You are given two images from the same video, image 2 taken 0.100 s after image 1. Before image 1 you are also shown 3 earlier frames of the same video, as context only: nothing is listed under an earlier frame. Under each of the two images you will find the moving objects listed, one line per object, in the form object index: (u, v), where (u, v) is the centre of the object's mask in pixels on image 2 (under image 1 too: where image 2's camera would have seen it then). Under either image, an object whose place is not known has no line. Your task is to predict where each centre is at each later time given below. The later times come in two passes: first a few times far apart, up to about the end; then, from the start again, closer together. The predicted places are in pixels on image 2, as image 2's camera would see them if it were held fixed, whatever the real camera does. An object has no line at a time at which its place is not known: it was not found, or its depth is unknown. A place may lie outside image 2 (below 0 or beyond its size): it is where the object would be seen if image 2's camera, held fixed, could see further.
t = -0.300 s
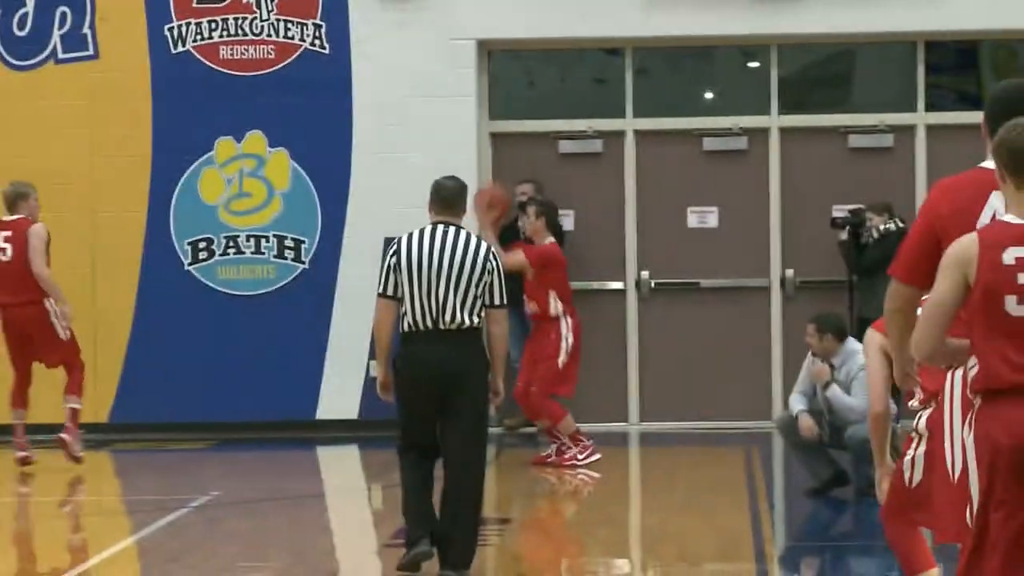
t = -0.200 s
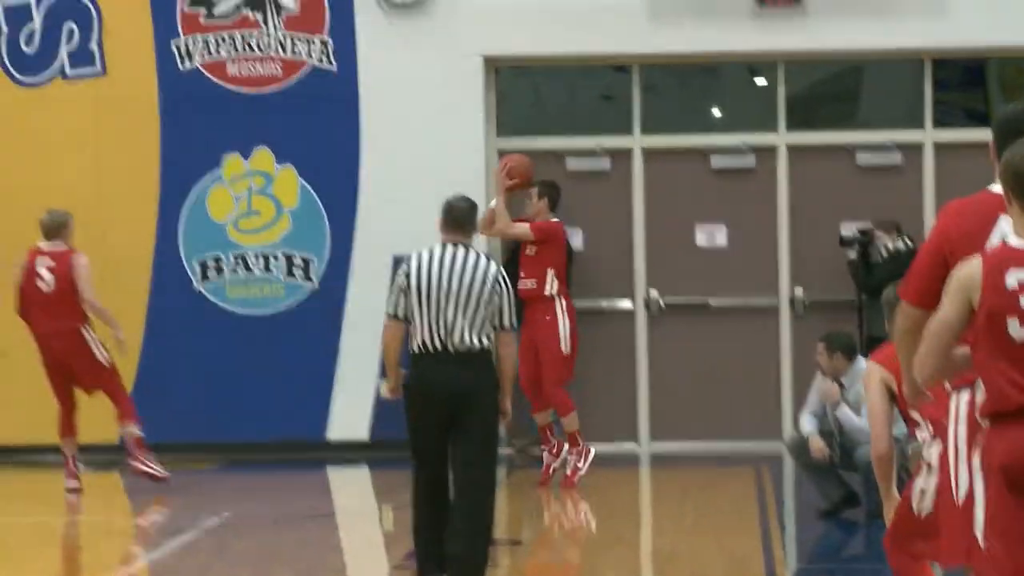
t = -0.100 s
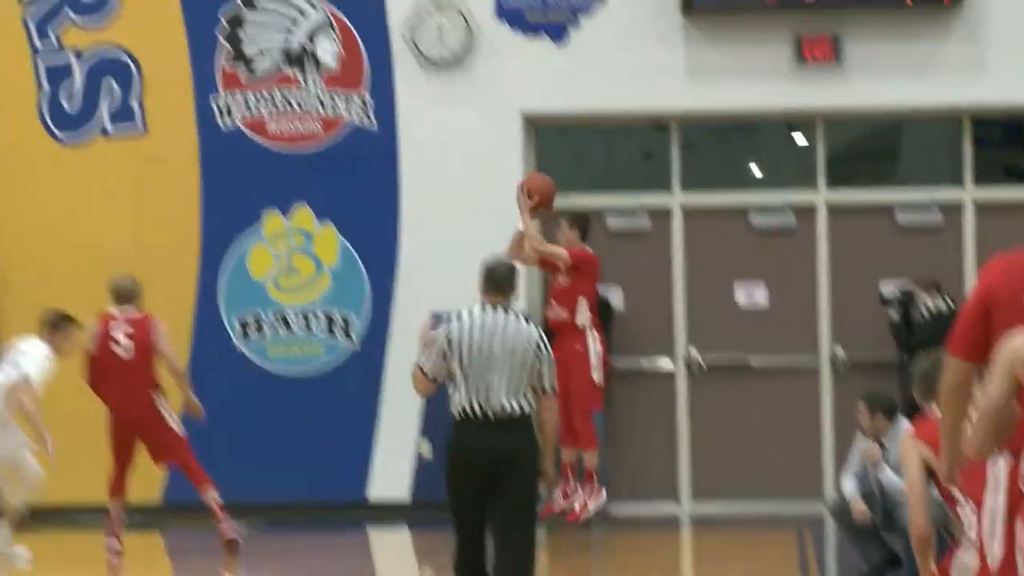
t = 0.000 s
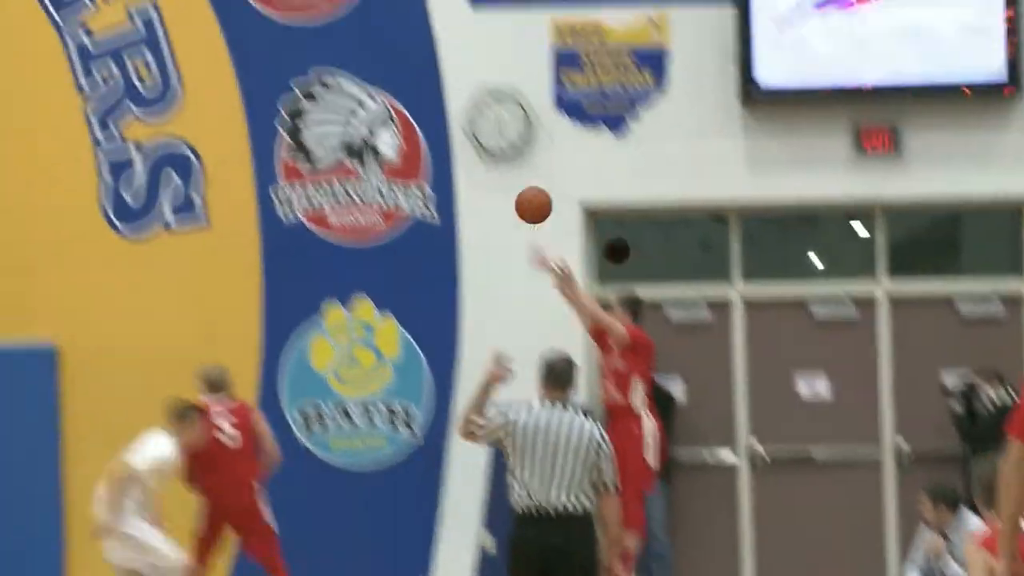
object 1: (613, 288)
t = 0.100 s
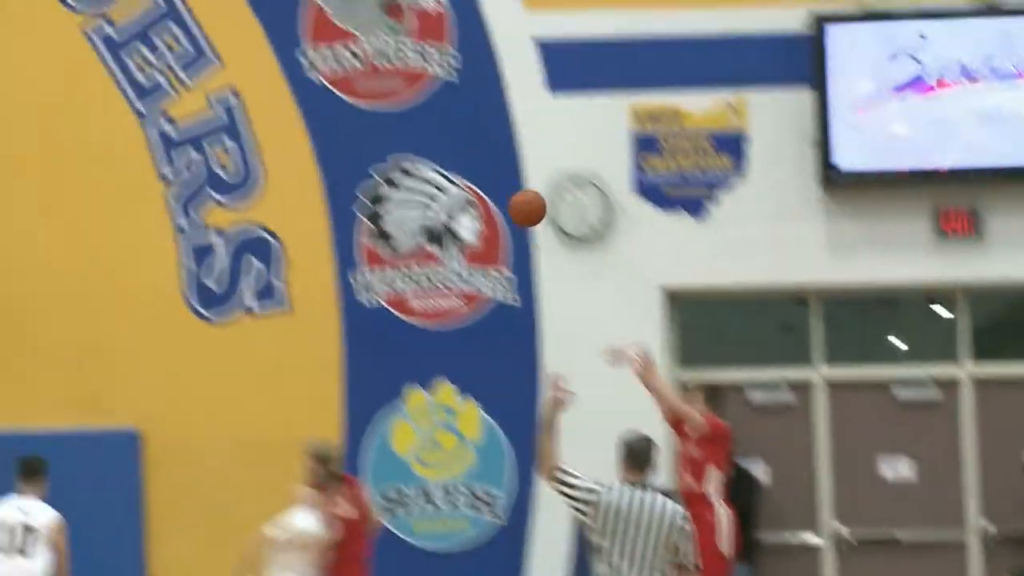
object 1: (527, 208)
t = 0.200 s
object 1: (443, 145)
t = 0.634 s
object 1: (83, 44)
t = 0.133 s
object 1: (499, 185)
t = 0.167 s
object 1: (471, 164)
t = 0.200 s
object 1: (443, 145)
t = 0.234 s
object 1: (415, 126)
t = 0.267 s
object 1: (387, 111)
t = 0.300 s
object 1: (359, 98)
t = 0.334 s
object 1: (331, 81)
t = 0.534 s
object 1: (165, 40)
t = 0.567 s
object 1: (139, 40)
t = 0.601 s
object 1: (111, 41)
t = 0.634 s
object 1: (83, 44)
